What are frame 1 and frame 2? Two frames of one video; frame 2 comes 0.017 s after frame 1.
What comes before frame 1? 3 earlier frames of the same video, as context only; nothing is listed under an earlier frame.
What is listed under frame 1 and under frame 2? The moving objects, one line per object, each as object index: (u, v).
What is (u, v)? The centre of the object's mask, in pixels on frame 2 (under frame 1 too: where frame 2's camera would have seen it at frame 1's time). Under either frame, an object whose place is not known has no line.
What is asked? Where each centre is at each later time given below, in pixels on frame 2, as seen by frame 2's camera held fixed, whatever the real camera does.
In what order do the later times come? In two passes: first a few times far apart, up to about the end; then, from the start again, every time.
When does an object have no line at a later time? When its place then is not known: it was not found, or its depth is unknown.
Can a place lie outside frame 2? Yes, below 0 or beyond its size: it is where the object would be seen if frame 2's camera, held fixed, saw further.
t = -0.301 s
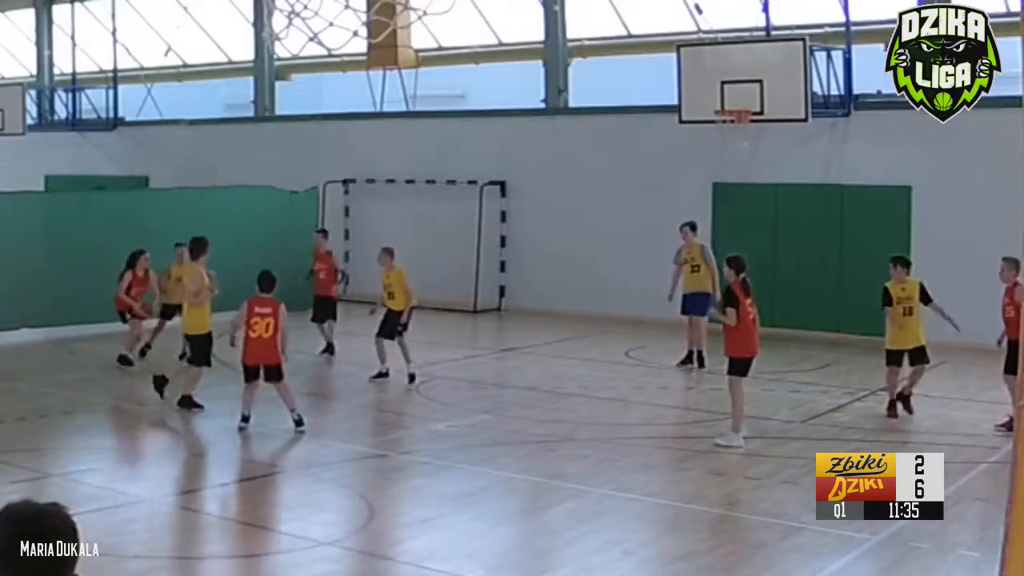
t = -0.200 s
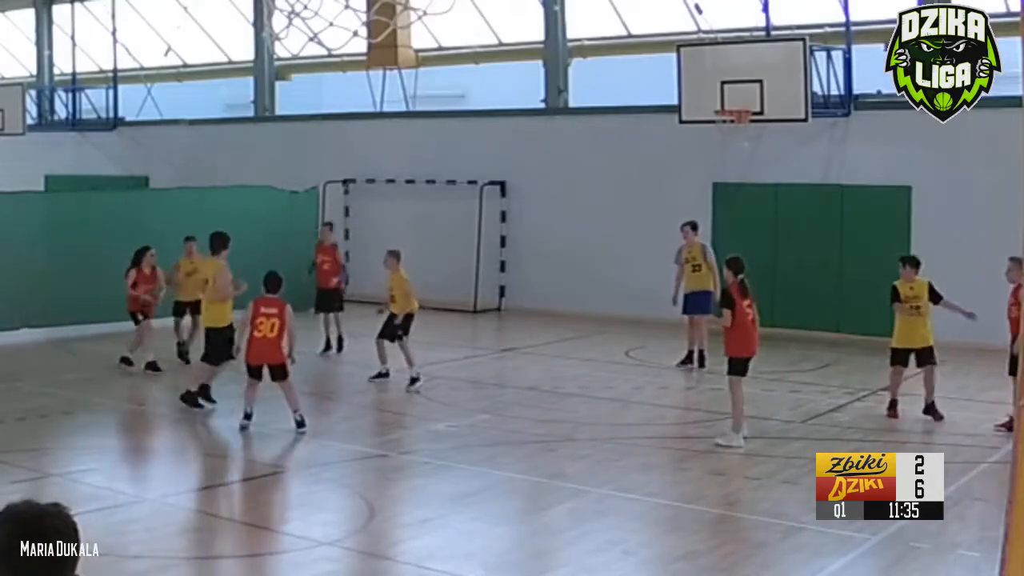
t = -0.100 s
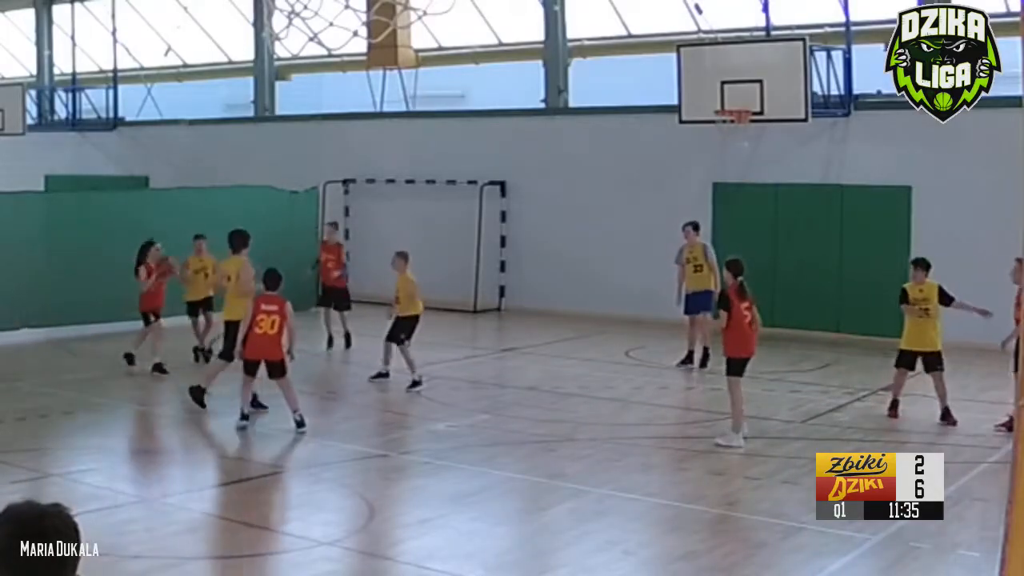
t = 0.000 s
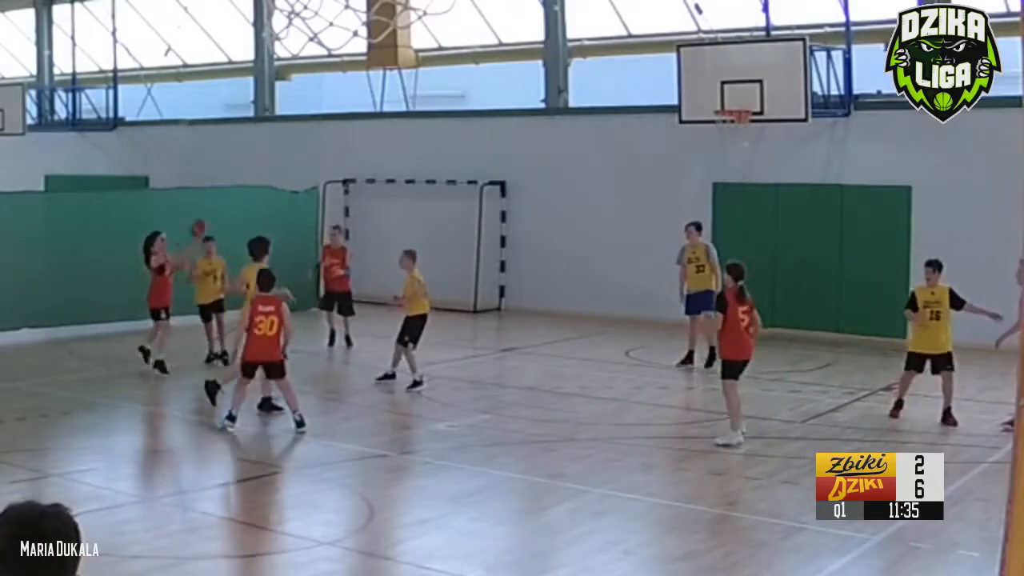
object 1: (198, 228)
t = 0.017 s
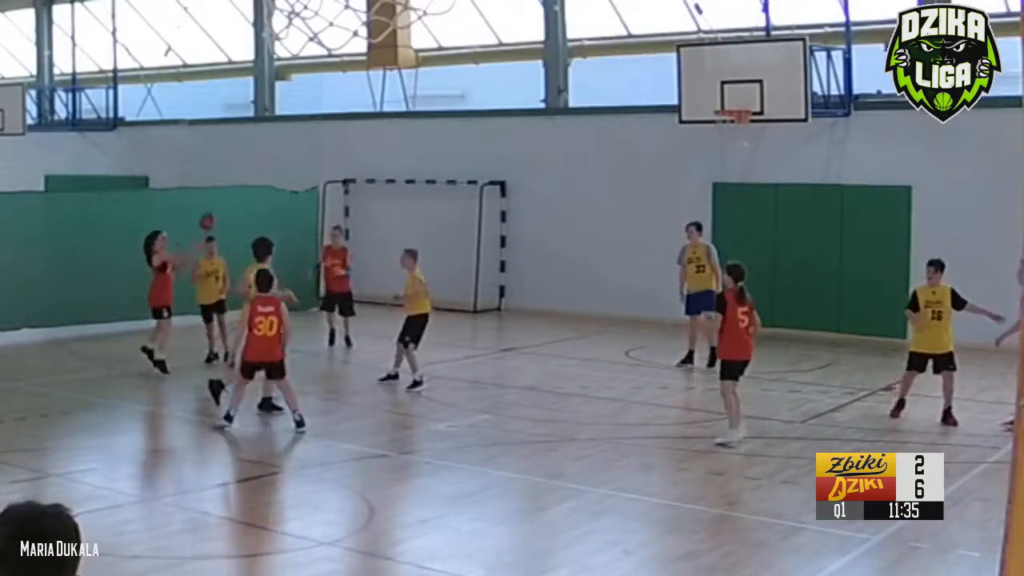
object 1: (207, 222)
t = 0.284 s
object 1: (353, 137)
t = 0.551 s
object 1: (503, 112)
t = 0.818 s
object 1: (656, 154)
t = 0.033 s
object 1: (216, 214)
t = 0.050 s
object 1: (225, 209)
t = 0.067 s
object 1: (235, 202)
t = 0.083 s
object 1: (243, 195)
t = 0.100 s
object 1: (253, 189)
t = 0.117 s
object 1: (262, 184)
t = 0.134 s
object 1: (271, 177)
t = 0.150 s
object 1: (281, 172)
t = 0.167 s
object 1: (289, 167)
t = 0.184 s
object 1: (298, 162)
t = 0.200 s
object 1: (307, 157)
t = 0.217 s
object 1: (316, 153)
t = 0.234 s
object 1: (325, 148)
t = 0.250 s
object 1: (334, 144)
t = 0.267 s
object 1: (344, 141)
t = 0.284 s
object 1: (353, 137)
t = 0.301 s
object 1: (362, 134)
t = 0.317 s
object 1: (371, 130)
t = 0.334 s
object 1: (381, 128)
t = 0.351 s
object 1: (390, 125)
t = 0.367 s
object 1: (400, 124)
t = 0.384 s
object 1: (409, 122)
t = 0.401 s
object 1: (419, 118)
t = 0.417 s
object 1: (428, 117)
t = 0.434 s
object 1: (437, 115)
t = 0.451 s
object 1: (446, 114)
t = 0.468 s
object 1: (456, 113)
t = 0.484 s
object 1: (465, 112)
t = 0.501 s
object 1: (475, 112)
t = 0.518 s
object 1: (483, 112)
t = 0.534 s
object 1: (494, 111)
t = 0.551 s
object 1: (503, 112)
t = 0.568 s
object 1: (512, 113)
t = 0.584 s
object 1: (522, 113)
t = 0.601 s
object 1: (532, 114)
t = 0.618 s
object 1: (541, 116)
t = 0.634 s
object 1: (551, 119)
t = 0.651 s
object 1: (560, 120)
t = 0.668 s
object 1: (570, 122)
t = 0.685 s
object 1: (579, 125)
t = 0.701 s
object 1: (588, 127)
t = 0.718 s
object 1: (598, 130)
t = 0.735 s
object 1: (608, 133)
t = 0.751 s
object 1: (618, 137)
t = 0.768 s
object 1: (627, 141)
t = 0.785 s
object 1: (636, 145)
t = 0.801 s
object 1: (646, 149)
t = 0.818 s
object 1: (656, 154)
